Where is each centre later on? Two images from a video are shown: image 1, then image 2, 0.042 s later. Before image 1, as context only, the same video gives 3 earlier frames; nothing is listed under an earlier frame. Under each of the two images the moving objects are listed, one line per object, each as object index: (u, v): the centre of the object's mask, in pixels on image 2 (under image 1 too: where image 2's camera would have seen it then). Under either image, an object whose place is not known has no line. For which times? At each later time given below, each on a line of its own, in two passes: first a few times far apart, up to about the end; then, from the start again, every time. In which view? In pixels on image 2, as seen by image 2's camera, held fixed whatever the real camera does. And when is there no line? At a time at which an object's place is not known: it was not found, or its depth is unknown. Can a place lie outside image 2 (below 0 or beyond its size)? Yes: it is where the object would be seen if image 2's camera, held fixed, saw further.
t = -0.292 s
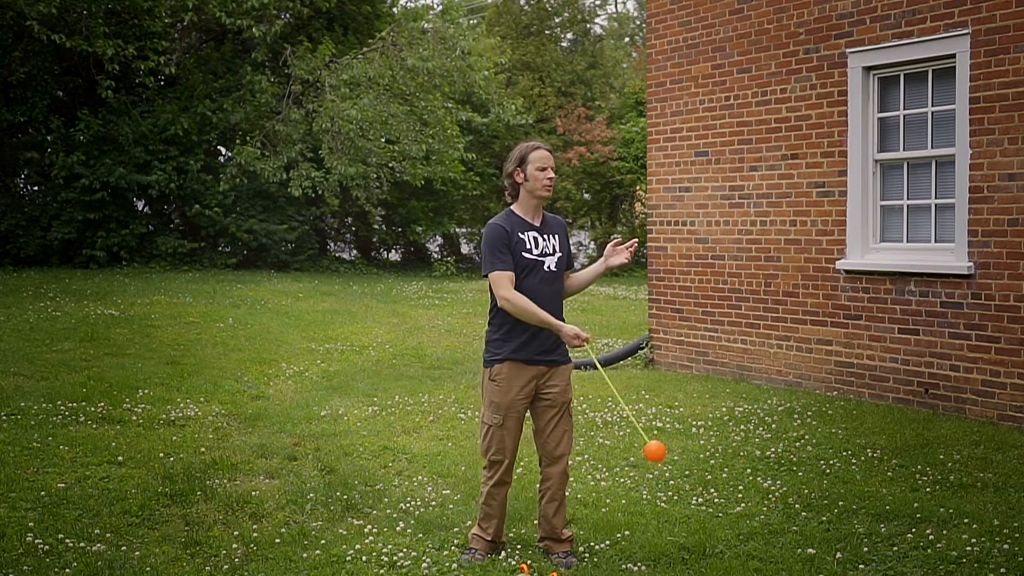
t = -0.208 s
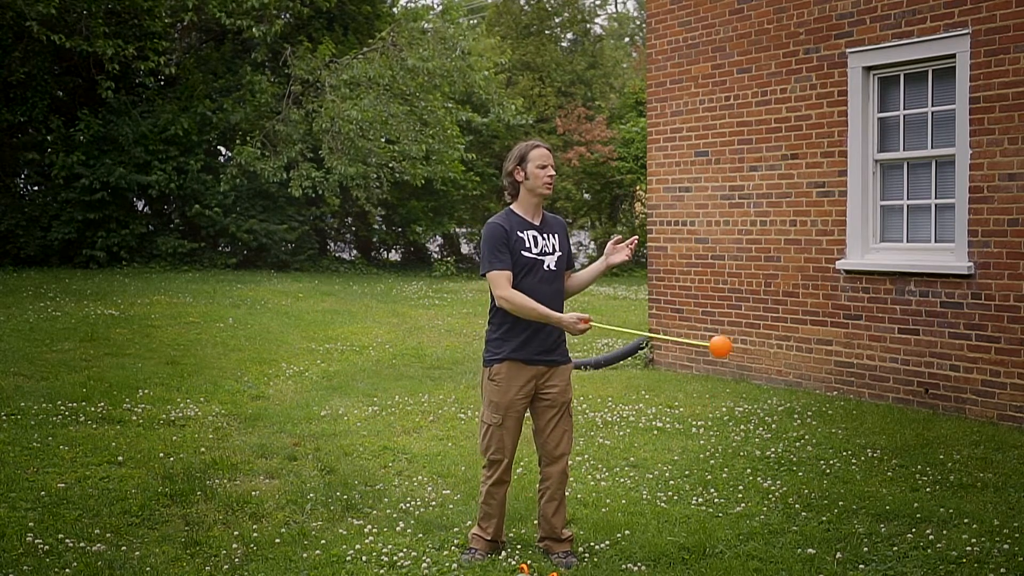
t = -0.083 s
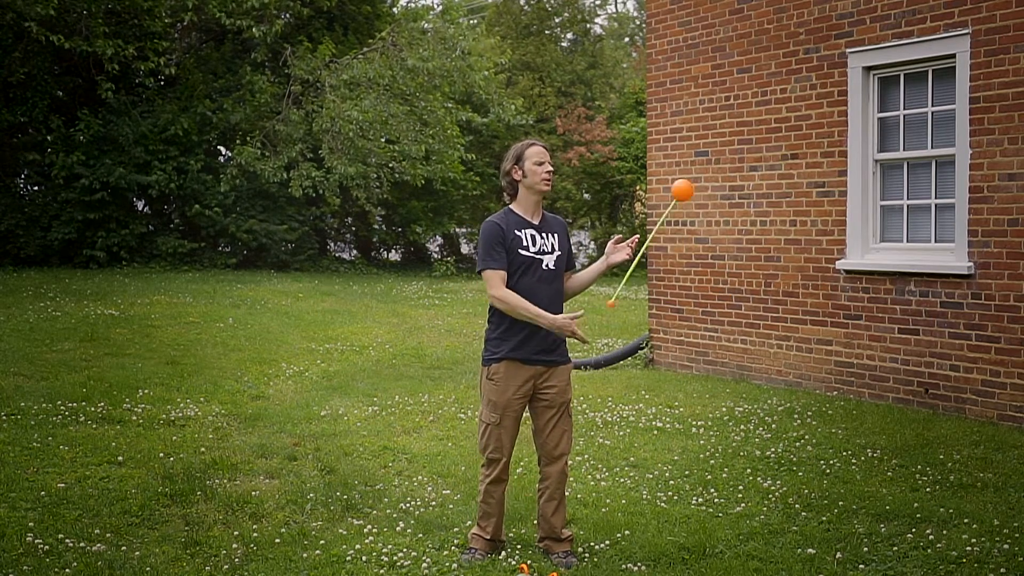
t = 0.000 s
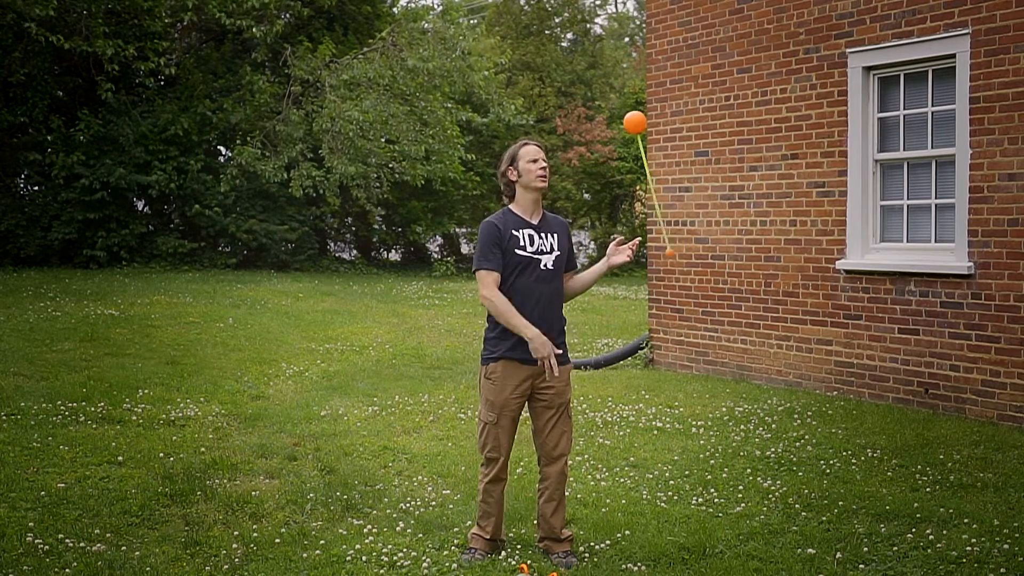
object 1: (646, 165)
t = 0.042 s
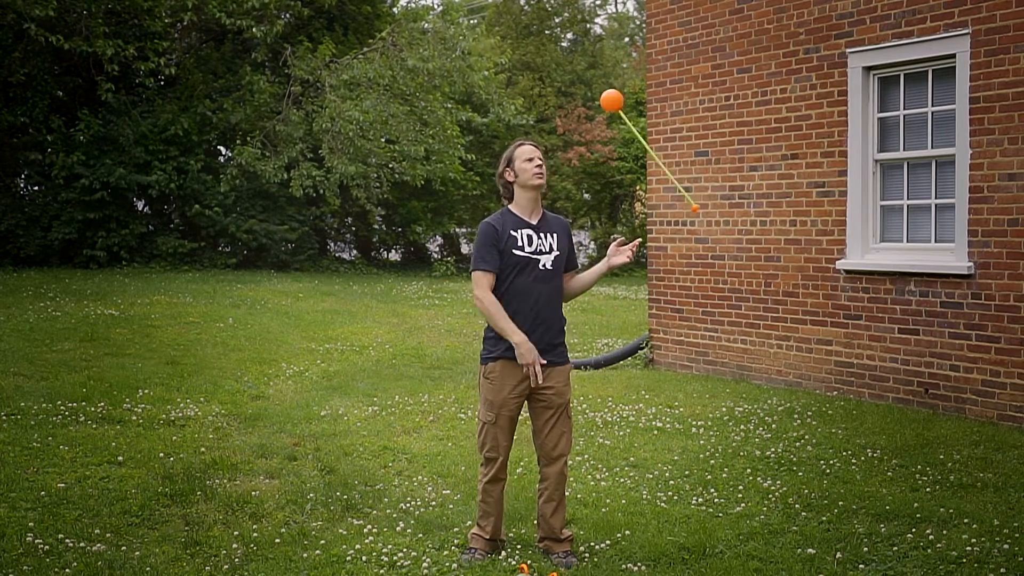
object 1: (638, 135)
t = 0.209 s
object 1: (577, 55)
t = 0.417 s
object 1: (484, 73)
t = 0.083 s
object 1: (630, 109)
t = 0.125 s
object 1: (620, 84)
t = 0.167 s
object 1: (609, 62)
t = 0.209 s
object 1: (577, 55)
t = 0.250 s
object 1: (555, 59)
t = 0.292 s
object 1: (542, 64)
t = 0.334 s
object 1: (530, 65)
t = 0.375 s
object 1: (513, 67)
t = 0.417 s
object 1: (484, 73)
